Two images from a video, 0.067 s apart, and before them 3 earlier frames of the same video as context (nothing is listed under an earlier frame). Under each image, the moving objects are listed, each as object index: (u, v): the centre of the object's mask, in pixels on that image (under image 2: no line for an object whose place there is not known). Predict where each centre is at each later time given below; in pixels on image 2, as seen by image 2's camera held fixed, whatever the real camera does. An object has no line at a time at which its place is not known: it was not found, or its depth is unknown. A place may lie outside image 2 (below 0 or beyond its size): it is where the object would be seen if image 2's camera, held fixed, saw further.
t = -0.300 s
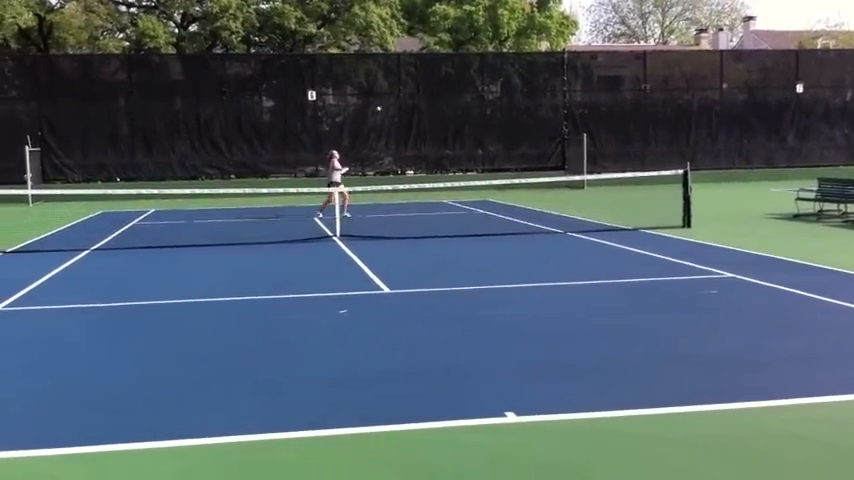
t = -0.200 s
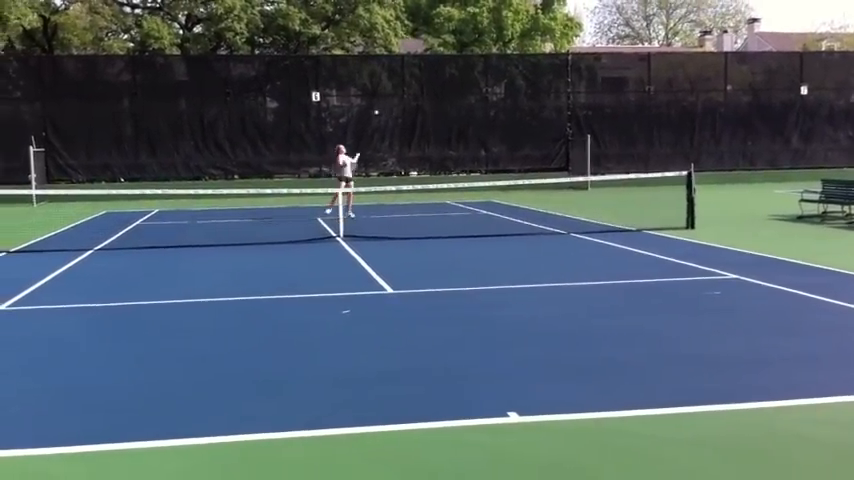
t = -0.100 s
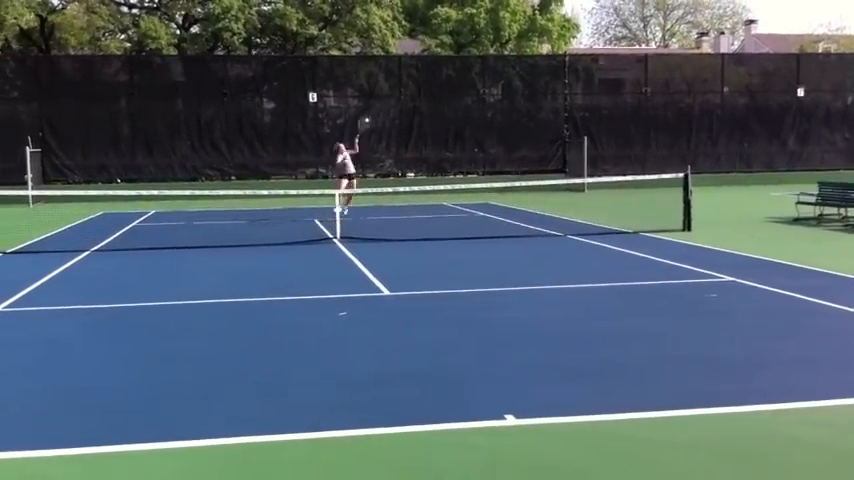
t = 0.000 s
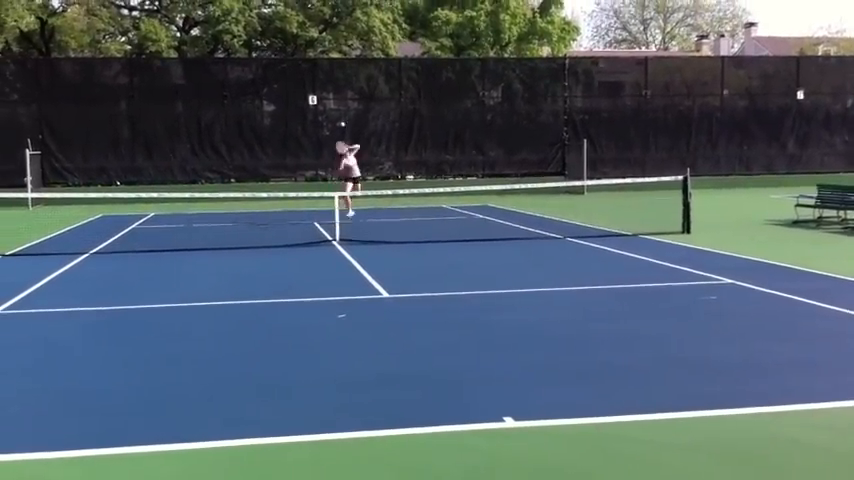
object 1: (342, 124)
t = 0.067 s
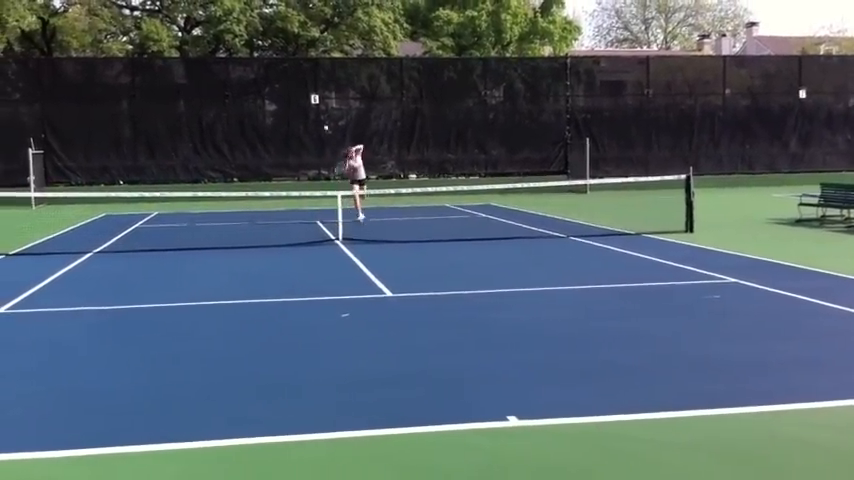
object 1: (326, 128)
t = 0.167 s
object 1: (291, 141)
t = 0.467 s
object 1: (119, 266)
